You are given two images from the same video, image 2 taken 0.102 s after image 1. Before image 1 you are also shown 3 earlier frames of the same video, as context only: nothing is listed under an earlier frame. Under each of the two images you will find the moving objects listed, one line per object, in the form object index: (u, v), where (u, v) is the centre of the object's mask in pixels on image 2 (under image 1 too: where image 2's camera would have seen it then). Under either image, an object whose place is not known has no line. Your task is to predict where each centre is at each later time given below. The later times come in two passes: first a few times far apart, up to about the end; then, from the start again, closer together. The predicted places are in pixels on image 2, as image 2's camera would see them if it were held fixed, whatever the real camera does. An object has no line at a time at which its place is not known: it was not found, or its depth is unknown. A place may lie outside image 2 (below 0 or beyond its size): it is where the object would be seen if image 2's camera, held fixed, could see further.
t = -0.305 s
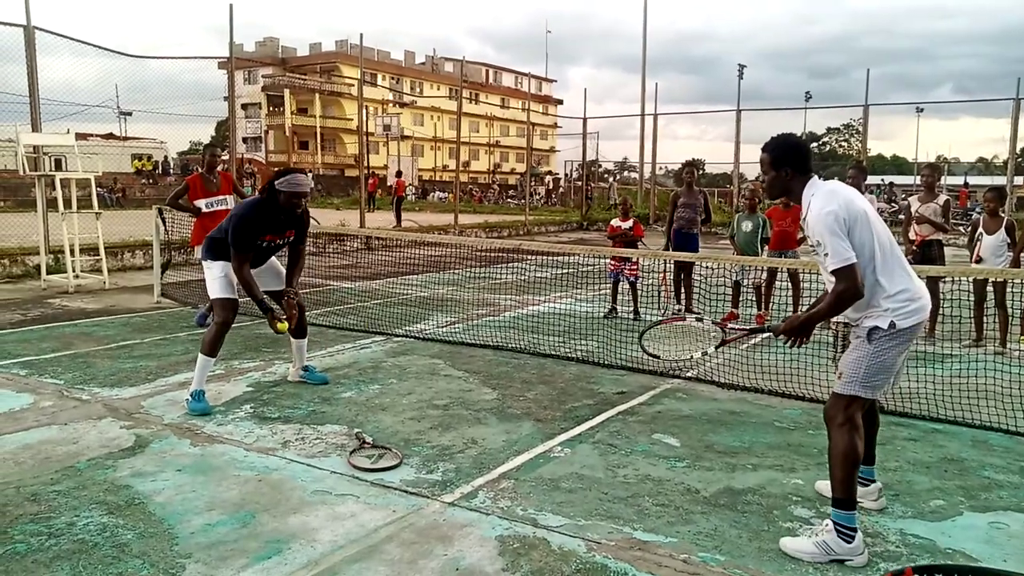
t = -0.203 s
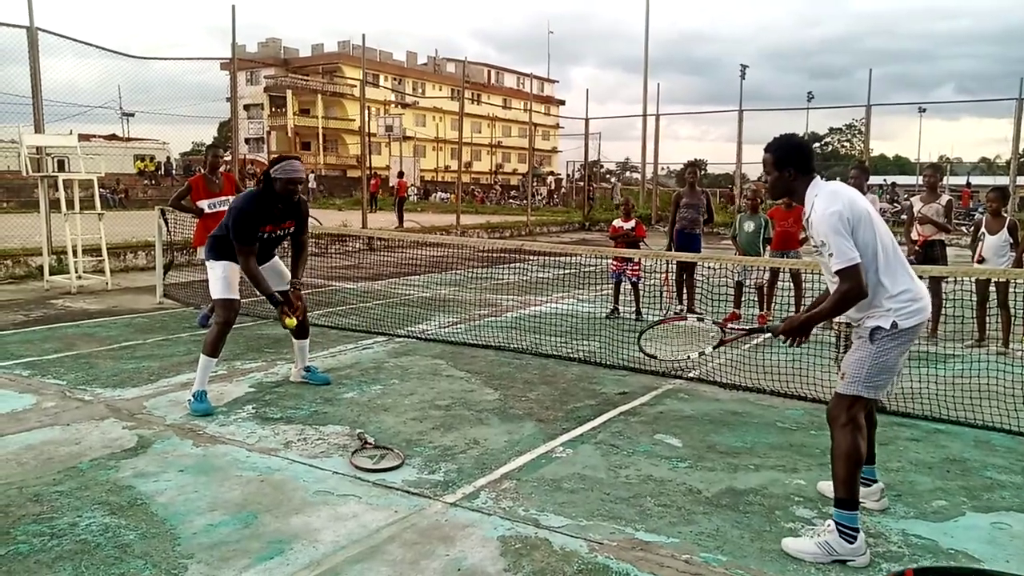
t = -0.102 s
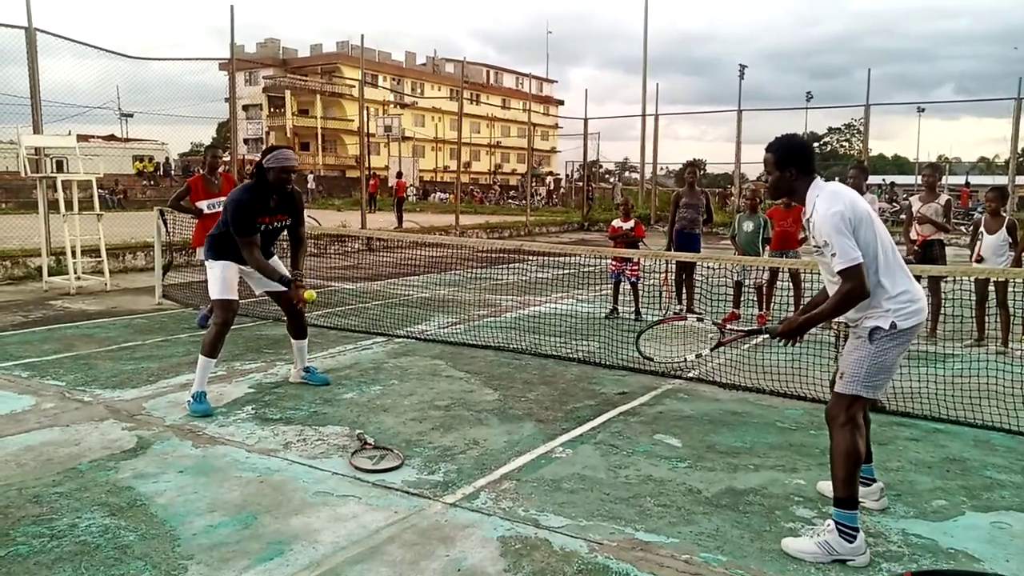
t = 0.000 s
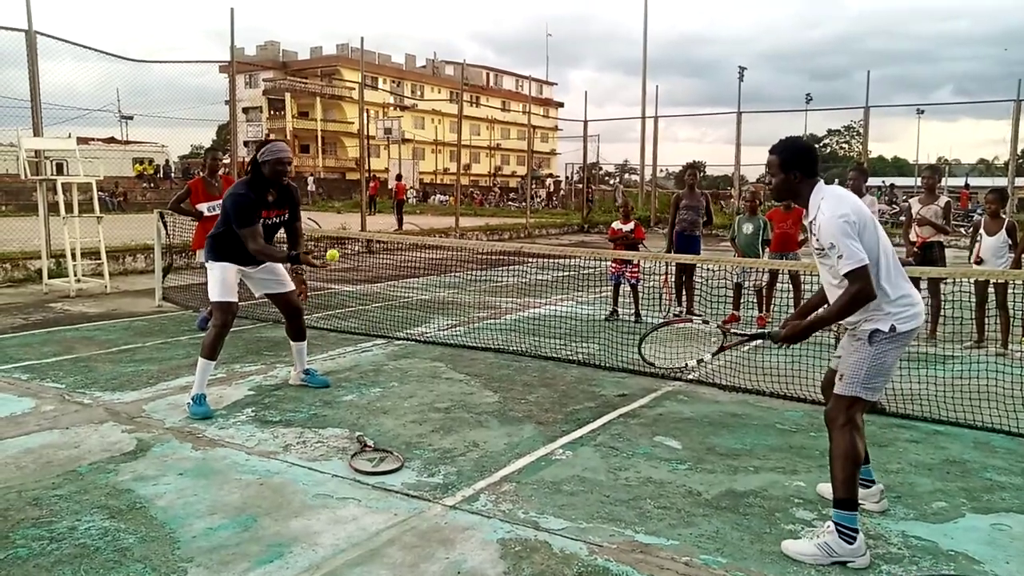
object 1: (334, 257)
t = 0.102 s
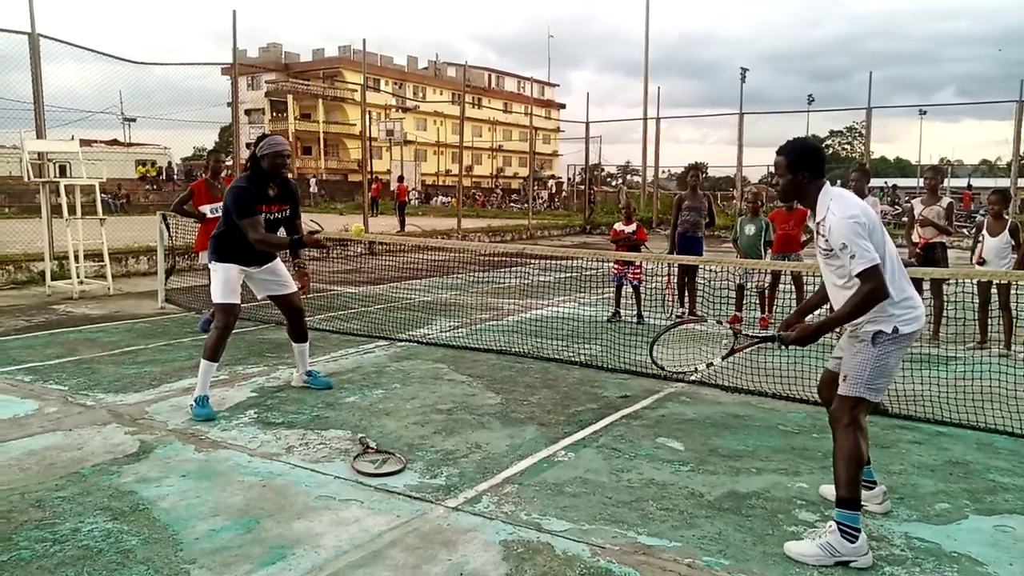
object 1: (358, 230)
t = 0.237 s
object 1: (391, 220)
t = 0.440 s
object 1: (447, 274)
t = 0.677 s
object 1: (519, 458)
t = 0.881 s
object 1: (568, 386)
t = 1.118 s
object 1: (630, 365)
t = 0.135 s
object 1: (365, 224)
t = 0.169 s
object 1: (374, 220)
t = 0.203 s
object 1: (383, 219)
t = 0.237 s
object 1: (391, 220)
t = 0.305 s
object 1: (409, 228)
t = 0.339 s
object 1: (419, 236)
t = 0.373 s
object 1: (428, 246)
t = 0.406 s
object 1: (438, 259)
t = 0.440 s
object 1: (447, 274)
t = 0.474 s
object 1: (457, 292)
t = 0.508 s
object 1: (467, 312)
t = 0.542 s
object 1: (477, 335)
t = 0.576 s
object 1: (487, 361)
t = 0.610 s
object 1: (498, 391)
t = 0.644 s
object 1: (508, 423)
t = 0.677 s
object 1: (519, 458)
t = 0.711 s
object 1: (529, 471)
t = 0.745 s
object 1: (536, 449)
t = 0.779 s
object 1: (543, 430)
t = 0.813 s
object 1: (551, 413)
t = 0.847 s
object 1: (560, 399)
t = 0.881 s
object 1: (568, 386)
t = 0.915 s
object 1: (576, 375)
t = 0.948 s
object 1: (585, 367)
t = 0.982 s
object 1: (593, 362)
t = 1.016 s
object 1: (602, 359)
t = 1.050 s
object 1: (611, 359)
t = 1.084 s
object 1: (620, 361)
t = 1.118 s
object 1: (630, 365)
